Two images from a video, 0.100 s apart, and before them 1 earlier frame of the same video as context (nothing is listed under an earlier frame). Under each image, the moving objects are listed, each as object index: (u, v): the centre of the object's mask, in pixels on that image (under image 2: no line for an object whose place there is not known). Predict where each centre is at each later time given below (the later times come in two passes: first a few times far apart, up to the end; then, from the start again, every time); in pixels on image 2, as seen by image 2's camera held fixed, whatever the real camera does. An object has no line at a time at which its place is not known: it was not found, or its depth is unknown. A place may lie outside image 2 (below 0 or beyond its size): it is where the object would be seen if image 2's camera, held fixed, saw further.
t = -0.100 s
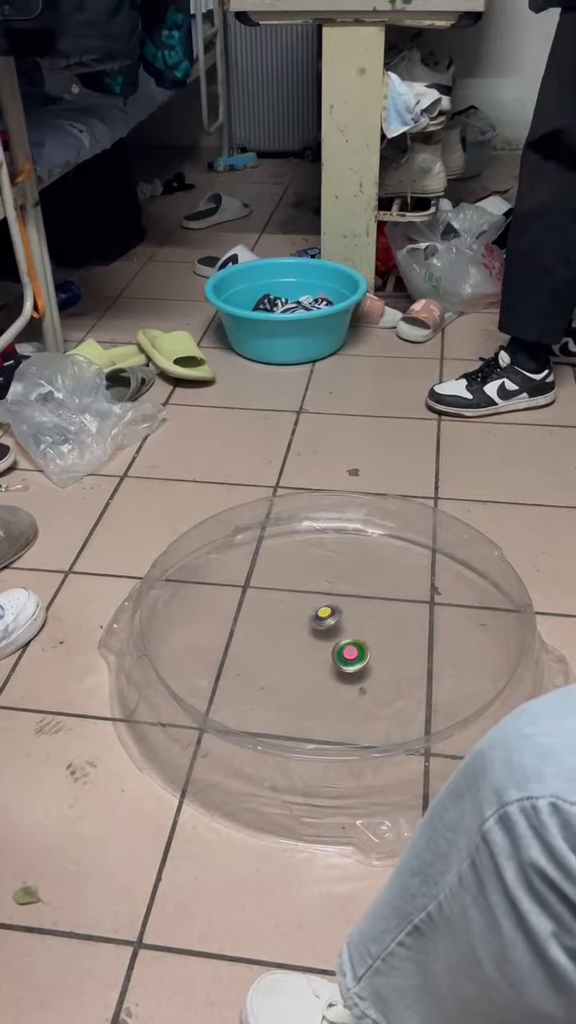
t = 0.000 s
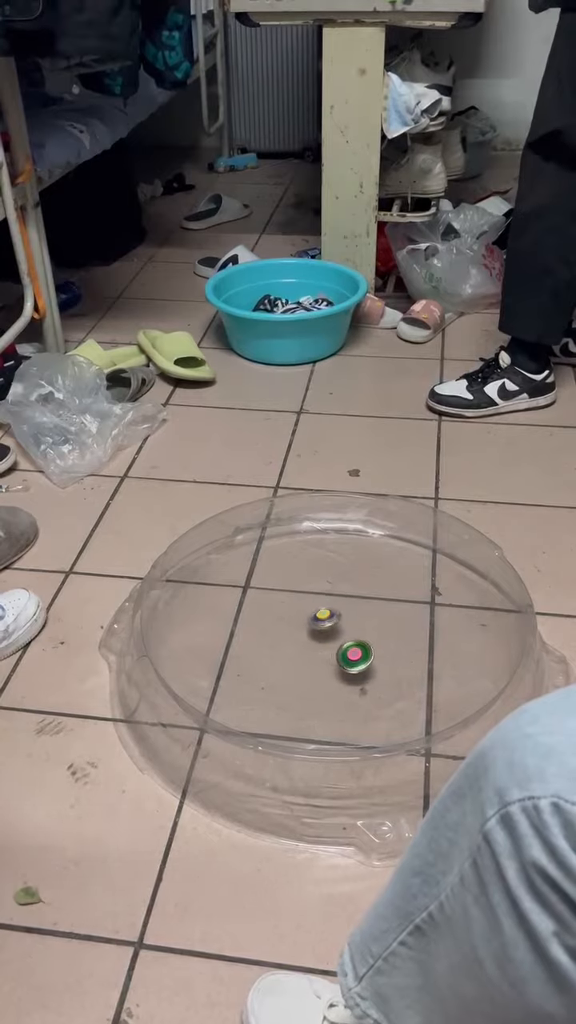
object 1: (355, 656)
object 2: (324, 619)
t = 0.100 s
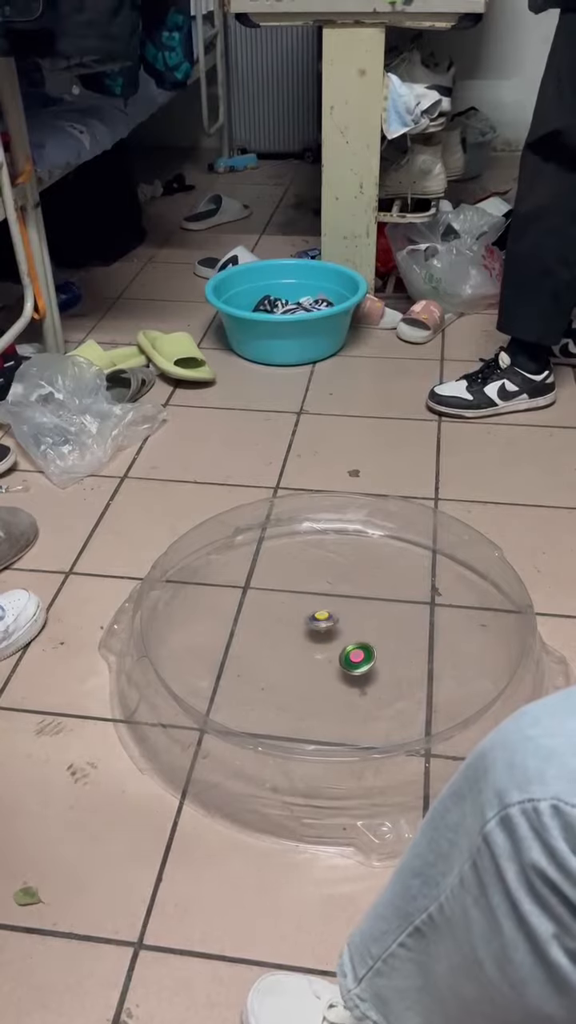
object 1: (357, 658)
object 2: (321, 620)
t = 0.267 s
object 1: (360, 661)
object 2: (316, 621)
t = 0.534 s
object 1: (357, 666)
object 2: (312, 616)
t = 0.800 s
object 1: (349, 666)
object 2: (320, 615)
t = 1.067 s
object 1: (343, 661)
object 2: (323, 621)
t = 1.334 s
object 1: (345, 654)
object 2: (318, 625)
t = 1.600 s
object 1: (352, 649)
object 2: (311, 623)
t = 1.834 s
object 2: (313, 619)
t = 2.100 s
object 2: (321, 622)
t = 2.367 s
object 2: (320, 628)
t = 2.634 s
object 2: (314, 629)
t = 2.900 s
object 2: (309, 624)
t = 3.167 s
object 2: (317, 622)
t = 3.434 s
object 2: (322, 628)
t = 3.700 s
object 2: (318, 632)
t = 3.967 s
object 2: (311, 630)
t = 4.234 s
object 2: (315, 626)
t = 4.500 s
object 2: (322, 630)
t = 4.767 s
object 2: (310, 621)
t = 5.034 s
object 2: (309, 620)
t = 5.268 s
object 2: (309, 622)
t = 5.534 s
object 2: (311, 622)
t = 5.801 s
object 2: (311, 623)
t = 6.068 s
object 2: (311, 625)
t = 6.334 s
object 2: (313, 625)
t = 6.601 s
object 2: (312, 626)
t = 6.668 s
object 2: (313, 627)
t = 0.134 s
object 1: (358, 659)
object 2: (320, 621)
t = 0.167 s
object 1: (359, 659)
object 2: (319, 621)
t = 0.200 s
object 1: (359, 660)
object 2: (318, 621)
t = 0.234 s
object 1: (360, 661)
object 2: (317, 622)
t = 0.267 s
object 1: (360, 661)
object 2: (316, 621)
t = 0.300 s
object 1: (360, 662)
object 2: (315, 620)
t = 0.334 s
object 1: (360, 663)
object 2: (314, 620)
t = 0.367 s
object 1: (359, 663)
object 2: (313, 619)
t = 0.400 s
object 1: (359, 664)
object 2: (313, 619)
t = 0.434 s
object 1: (359, 664)
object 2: (312, 618)
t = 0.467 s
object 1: (358, 665)
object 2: (312, 618)
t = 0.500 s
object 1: (358, 665)
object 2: (312, 617)
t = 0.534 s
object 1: (357, 666)
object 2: (312, 616)
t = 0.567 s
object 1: (356, 666)
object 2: (312, 615)
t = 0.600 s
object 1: (355, 666)
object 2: (313, 614)
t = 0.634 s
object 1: (355, 667)
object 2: (314, 614)
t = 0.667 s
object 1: (354, 667)
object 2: (315, 614)
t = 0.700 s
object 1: (353, 667)
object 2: (317, 614)
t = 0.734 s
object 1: (351, 666)
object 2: (317, 614)
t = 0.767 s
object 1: (350, 666)
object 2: (318, 614)
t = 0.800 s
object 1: (349, 666)
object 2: (320, 615)
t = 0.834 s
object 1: (348, 666)
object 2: (321, 615)
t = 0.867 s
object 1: (347, 665)
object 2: (322, 616)
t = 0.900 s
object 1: (346, 665)
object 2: (323, 617)
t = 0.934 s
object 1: (346, 664)
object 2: (323, 618)
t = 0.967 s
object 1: (345, 663)
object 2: (323, 619)
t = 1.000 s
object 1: (344, 663)
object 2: (323, 620)
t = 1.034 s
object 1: (344, 662)
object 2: (323, 620)
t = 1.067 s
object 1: (343, 661)
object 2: (323, 621)
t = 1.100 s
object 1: (343, 660)
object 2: (323, 622)
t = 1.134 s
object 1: (343, 659)
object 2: (322, 622)
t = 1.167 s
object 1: (343, 658)
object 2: (322, 623)
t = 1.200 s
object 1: (343, 658)
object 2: (321, 623)
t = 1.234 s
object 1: (343, 657)
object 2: (320, 623)
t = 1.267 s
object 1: (344, 656)
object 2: (319, 624)
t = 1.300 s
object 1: (344, 655)
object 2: (319, 624)
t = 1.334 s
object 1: (345, 654)
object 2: (318, 625)
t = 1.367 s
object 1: (345, 653)
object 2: (317, 625)
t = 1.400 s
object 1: (346, 652)
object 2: (316, 625)
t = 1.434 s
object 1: (347, 651)
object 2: (315, 625)
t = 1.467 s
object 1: (348, 651)
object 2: (314, 625)
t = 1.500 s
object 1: (349, 650)
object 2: (313, 625)
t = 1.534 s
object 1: (350, 650)
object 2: (312, 624)
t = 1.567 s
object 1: (351, 649)
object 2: (312, 623)
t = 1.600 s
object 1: (352, 649)
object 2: (311, 623)
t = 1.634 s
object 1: (353, 649)
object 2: (310, 622)
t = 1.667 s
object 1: (355, 649)
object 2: (310, 622)
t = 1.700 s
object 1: (356, 649)
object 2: (310, 621)
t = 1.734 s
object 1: (357, 649)
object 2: (310, 620)
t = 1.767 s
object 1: (358, 649)
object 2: (311, 620)
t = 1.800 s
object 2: (312, 619)
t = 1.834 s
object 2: (313, 619)
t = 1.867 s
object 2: (314, 618)
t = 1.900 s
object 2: (315, 618)
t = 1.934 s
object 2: (316, 619)
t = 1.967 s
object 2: (318, 619)
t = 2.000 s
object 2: (318, 619)
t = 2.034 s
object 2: (320, 620)
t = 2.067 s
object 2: (320, 621)
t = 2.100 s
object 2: (321, 622)
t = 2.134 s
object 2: (321, 623)
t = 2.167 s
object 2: (322, 623)
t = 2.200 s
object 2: (321, 624)
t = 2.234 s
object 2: (322, 625)
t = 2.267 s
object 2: (321, 626)
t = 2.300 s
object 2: (321, 626)
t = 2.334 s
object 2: (321, 628)
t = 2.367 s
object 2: (320, 628)
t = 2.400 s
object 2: (319, 628)
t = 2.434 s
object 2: (319, 629)
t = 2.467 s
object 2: (318, 629)
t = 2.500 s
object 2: (317, 630)
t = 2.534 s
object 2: (317, 630)
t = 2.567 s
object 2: (316, 630)
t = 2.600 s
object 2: (315, 630)
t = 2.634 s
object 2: (314, 629)
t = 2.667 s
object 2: (312, 629)
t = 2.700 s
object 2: (311, 629)
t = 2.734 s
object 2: (311, 628)
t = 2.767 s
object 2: (310, 627)
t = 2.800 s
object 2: (310, 626)
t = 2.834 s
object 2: (309, 626)
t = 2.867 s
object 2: (309, 625)
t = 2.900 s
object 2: (309, 624)
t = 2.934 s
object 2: (310, 624)
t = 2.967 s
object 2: (310, 623)
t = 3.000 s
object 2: (311, 622)
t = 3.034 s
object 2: (312, 622)
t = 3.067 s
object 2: (313, 622)
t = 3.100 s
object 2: (315, 622)
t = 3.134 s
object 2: (316, 622)
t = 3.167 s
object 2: (317, 622)
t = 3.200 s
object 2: (319, 623)
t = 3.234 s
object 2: (319, 623)
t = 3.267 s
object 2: (320, 624)
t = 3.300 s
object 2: (321, 625)
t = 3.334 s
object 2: (321, 626)
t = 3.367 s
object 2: (322, 627)
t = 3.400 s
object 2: (322, 628)
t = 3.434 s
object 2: (322, 628)
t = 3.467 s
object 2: (321, 629)
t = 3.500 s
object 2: (321, 629)
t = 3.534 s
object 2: (321, 630)
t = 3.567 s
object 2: (321, 631)
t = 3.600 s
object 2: (320, 631)
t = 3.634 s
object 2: (319, 631)
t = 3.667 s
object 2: (319, 632)
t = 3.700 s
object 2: (318, 632)
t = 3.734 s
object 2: (317, 632)
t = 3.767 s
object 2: (316, 632)
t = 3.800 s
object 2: (315, 632)
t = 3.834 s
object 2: (314, 632)
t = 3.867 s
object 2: (313, 631)
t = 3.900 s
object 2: (312, 631)
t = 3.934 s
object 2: (311, 630)
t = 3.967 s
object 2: (311, 630)
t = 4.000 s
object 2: (311, 629)
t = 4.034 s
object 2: (310, 628)
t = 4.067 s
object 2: (311, 628)
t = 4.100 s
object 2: (311, 627)
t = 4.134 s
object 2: (312, 626)
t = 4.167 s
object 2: (313, 626)
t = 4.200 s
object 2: (314, 626)
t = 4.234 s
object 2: (315, 626)
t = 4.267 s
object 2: (316, 625)
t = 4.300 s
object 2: (317, 626)
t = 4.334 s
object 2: (319, 626)
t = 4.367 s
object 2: (320, 627)
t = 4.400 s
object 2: (320, 627)
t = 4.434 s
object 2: (321, 628)
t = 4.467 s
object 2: (321, 629)
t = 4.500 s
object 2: (322, 630)
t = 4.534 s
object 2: (322, 630)
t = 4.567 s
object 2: (322, 631)
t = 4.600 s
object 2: (322, 631)
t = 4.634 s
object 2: (322, 631)
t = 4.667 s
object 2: (321, 630)
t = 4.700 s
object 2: (316, 626)
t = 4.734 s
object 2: (313, 624)
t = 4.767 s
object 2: (310, 621)
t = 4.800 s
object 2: (309, 619)
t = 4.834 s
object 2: (309, 619)
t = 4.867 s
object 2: (309, 618)
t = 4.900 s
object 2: (310, 618)
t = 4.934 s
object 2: (311, 620)
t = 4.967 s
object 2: (311, 620)
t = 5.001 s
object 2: (310, 620)
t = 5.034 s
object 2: (309, 620)
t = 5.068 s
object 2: (310, 620)
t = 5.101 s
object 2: (310, 621)
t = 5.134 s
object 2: (310, 621)
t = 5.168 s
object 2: (310, 621)
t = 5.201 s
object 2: (310, 623)
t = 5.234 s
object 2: (310, 622)
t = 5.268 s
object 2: (309, 622)
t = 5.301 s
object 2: (309, 622)
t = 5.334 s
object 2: (310, 621)
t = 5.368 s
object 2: (310, 622)
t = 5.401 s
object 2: (310, 622)
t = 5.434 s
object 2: (310, 623)
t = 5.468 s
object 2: (310, 623)
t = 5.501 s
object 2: (311, 622)
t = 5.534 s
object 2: (311, 622)
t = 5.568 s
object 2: (311, 623)
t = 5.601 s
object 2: (311, 623)
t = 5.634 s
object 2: (311, 623)
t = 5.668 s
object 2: (311, 623)
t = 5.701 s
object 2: (311, 623)
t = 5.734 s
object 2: (311, 624)
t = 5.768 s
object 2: (311, 623)
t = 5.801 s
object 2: (311, 623)
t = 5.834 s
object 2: (311, 623)
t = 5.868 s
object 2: (311, 623)
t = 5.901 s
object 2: (311, 623)
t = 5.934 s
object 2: (311, 624)
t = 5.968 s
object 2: (311, 624)
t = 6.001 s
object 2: (311, 625)
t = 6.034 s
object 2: (311, 625)
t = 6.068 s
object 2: (311, 625)
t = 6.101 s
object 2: (311, 625)
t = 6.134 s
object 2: (310, 625)
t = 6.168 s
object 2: (310, 625)
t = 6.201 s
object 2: (311, 625)
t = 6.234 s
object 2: (311, 625)
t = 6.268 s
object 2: (311, 626)
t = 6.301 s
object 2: (312, 625)
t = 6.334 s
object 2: (313, 625)
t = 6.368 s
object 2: (313, 626)
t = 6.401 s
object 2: (313, 626)
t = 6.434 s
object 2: (313, 626)
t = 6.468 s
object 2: (312, 626)
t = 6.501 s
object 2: (313, 627)
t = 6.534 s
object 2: (312, 626)
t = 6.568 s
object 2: (313, 626)
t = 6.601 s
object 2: (312, 626)
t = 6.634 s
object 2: (313, 626)
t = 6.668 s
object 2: (313, 627)
